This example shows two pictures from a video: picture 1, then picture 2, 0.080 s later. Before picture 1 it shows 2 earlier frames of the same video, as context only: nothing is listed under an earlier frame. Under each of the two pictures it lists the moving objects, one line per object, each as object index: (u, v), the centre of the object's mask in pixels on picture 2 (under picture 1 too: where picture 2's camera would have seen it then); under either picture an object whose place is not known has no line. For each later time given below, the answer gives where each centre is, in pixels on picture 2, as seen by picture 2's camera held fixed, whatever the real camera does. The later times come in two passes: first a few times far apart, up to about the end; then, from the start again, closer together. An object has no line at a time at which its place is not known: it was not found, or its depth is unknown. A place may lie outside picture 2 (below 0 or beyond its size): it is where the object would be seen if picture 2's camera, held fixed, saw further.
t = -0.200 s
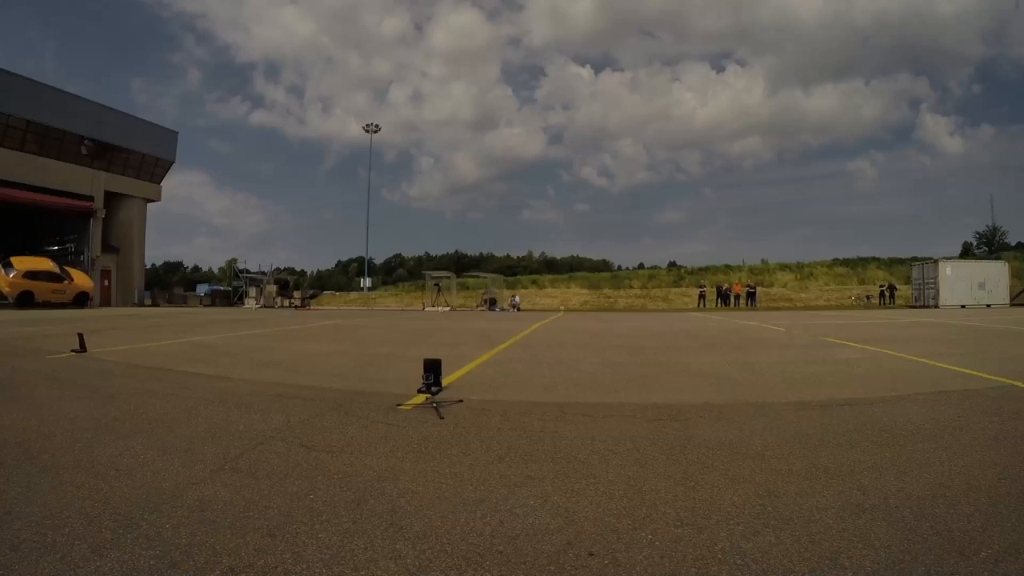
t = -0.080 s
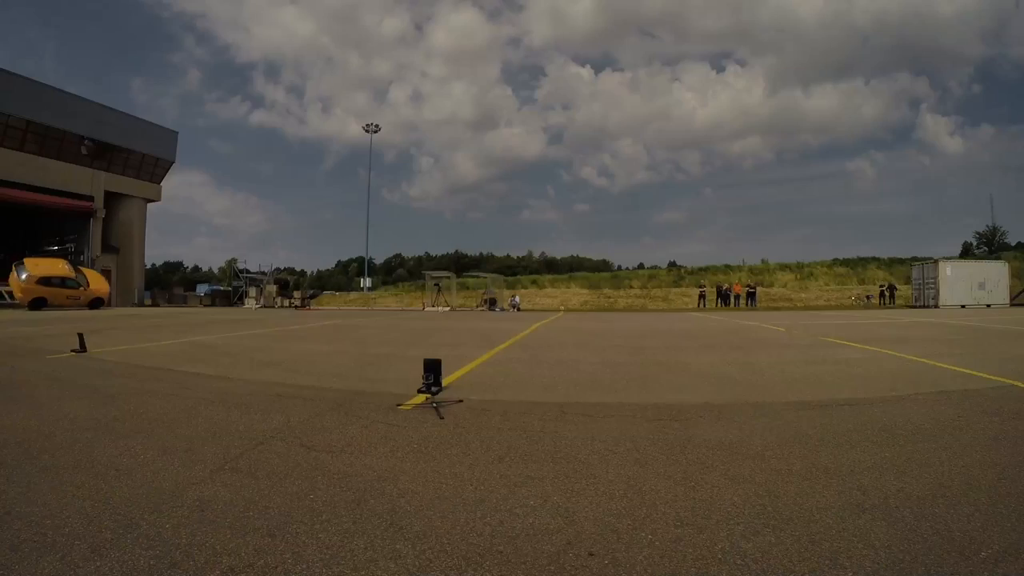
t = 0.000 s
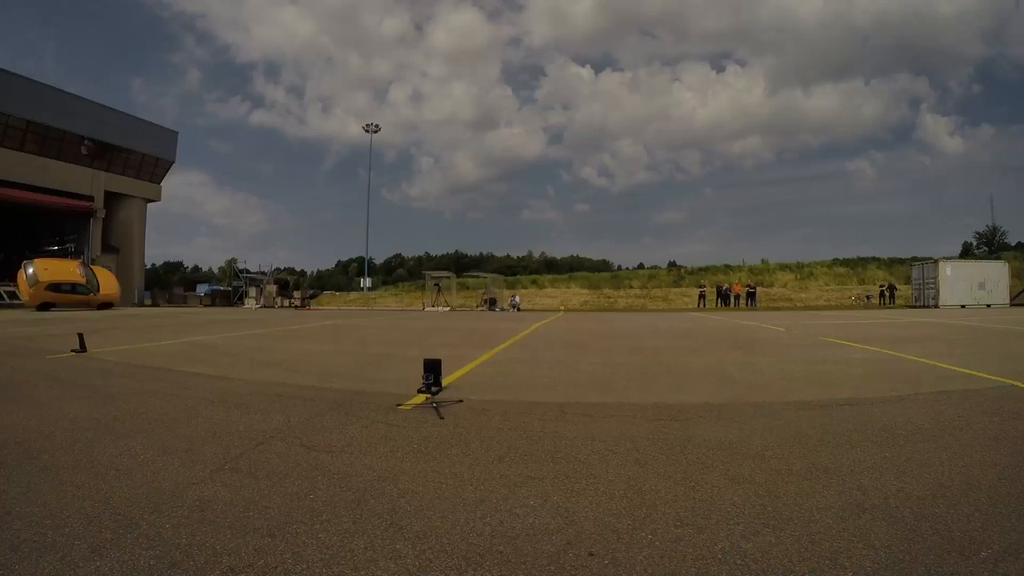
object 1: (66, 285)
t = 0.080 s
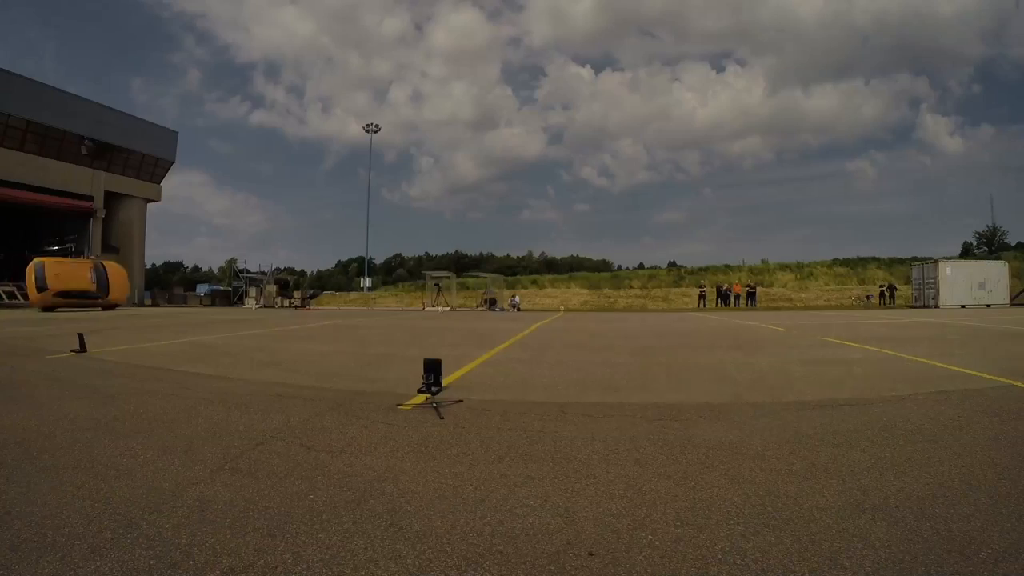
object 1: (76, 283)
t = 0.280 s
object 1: (100, 282)
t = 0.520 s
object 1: (131, 282)
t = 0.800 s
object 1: (172, 275)
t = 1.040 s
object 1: (214, 275)
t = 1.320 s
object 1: (262, 281)
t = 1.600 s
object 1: (309, 265)
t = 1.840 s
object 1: (352, 273)
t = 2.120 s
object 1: (408, 283)
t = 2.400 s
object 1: (449, 264)
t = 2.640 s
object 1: (482, 266)
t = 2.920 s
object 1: (521, 274)
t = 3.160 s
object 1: (547, 287)
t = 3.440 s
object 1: (577, 274)
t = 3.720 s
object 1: (603, 263)
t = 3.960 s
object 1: (624, 261)
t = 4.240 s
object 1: (644, 272)
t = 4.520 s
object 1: (658, 272)
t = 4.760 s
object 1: (653, 275)
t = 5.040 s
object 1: (638, 279)
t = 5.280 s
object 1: (630, 279)
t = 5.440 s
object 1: (627, 279)
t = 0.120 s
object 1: (82, 282)
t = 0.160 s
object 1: (86, 281)
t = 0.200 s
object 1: (91, 281)
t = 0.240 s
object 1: (96, 281)
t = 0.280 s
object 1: (100, 282)
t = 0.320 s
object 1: (105, 283)
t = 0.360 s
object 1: (109, 284)
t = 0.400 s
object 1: (114, 285)
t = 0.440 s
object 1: (119, 286)
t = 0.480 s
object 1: (125, 284)
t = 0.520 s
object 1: (131, 282)
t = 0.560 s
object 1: (138, 282)
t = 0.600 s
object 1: (144, 282)
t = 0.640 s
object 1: (150, 282)
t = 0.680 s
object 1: (155, 281)
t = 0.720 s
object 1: (160, 278)
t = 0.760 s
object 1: (165, 276)
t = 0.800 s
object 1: (172, 275)
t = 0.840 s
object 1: (179, 277)
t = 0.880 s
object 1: (185, 278)
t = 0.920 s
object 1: (194, 279)
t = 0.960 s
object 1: (201, 279)
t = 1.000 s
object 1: (207, 277)
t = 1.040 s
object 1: (214, 275)
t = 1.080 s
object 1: (221, 274)
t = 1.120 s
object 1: (228, 273)
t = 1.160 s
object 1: (235, 273)
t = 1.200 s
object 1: (242, 274)
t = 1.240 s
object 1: (248, 276)
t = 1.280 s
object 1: (256, 278)
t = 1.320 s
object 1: (262, 281)
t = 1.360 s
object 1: (267, 280)
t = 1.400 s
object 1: (274, 277)
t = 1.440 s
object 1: (281, 274)
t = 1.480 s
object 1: (288, 270)
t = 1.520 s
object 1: (296, 268)
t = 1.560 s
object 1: (303, 266)
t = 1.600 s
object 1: (309, 265)
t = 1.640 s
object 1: (316, 265)
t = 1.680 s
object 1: (323, 267)
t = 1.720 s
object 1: (330, 270)
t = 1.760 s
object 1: (337, 272)
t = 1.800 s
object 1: (345, 273)
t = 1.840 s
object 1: (352, 273)
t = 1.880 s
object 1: (359, 273)
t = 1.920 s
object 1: (366, 272)
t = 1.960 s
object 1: (375, 272)
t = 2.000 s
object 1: (383, 274)
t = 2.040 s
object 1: (393, 278)
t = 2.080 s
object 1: (401, 281)
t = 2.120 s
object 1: (408, 283)
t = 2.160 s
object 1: (416, 282)
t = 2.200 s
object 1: (423, 279)
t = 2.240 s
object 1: (428, 275)
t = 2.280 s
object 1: (433, 271)
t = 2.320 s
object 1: (439, 269)
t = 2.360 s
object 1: (444, 266)
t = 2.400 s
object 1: (449, 264)
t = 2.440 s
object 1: (455, 263)
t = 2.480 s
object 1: (461, 262)
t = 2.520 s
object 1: (466, 262)
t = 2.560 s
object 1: (471, 262)
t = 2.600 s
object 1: (477, 263)
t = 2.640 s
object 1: (482, 266)
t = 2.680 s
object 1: (488, 268)
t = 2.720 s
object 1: (494, 272)
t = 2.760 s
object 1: (500, 273)
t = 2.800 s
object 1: (505, 274)
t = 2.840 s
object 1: (510, 274)
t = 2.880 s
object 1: (516, 273)
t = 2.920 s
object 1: (521, 274)
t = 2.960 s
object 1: (526, 275)
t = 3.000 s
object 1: (531, 277)
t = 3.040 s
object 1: (535, 279)
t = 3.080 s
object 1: (539, 282)
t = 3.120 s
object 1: (543, 285)
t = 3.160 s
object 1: (547, 287)
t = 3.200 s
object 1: (551, 287)
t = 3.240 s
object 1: (556, 286)
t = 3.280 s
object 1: (560, 283)
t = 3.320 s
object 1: (564, 280)
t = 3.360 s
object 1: (568, 277)
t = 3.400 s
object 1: (572, 275)
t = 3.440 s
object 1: (577, 274)
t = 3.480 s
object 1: (581, 273)
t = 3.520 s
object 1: (585, 273)
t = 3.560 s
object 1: (589, 271)
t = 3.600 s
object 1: (593, 270)
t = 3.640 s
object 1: (597, 267)
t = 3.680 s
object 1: (600, 265)
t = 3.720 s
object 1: (603, 263)
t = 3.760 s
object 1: (607, 261)
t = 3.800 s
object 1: (610, 260)
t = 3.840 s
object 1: (614, 259)
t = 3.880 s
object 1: (617, 259)
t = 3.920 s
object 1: (620, 260)
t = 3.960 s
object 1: (624, 261)
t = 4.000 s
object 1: (627, 262)
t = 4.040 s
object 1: (630, 263)
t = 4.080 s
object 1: (633, 265)
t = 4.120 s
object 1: (637, 271)
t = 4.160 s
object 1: (640, 275)
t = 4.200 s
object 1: (642, 274)
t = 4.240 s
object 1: (644, 272)
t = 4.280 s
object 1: (647, 271)
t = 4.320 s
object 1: (649, 271)
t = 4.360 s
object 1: (651, 271)
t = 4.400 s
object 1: (653, 273)
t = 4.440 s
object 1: (655, 273)
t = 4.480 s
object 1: (656, 273)
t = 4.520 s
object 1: (658, 272)
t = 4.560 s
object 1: (658, 272)
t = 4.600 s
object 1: (658, 273)
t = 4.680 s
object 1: (656, 274)
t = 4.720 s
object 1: (655, 274)
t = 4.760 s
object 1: (653, 275)
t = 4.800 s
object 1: (651, 275)
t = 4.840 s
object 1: (648, 276)
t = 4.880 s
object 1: (646, 277)
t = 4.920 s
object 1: (644, 278)
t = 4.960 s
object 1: (641, 279)
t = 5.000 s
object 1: (639, 279)
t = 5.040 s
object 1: (638, 279)
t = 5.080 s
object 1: (636, 279)
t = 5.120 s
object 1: (635, 279)
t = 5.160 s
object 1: (633, 279)
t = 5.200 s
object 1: (632, 279)
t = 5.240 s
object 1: (631, 279)
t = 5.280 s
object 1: (630, 279)
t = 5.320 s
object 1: (629, 279)
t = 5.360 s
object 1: (628, 279)
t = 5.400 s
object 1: (628, 279)
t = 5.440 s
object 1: (627, 279)
